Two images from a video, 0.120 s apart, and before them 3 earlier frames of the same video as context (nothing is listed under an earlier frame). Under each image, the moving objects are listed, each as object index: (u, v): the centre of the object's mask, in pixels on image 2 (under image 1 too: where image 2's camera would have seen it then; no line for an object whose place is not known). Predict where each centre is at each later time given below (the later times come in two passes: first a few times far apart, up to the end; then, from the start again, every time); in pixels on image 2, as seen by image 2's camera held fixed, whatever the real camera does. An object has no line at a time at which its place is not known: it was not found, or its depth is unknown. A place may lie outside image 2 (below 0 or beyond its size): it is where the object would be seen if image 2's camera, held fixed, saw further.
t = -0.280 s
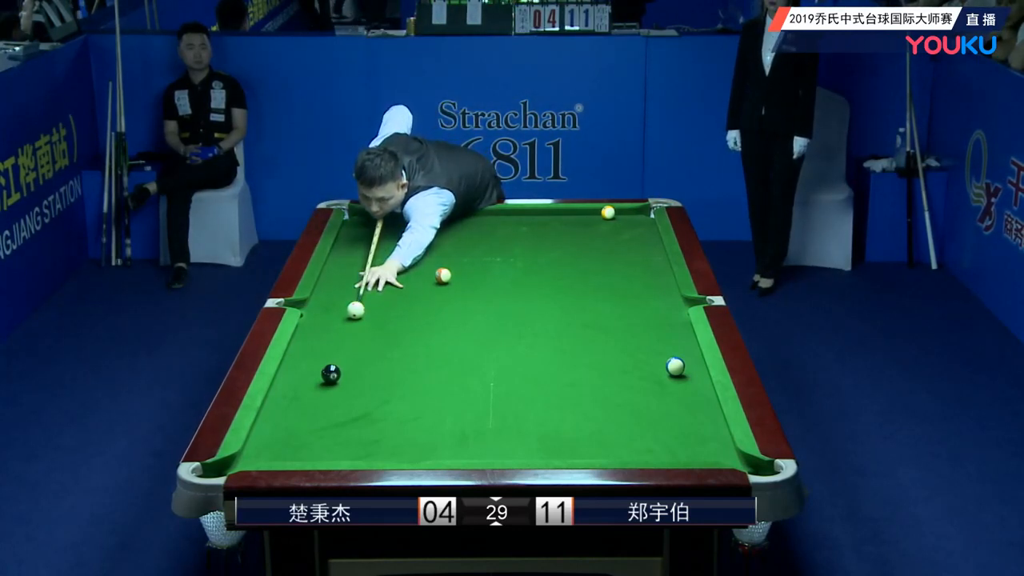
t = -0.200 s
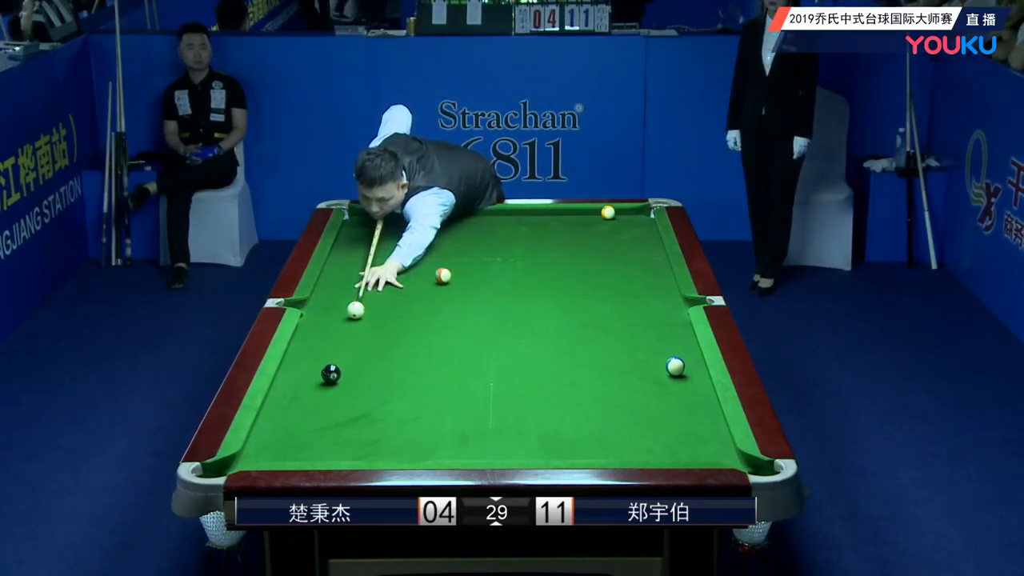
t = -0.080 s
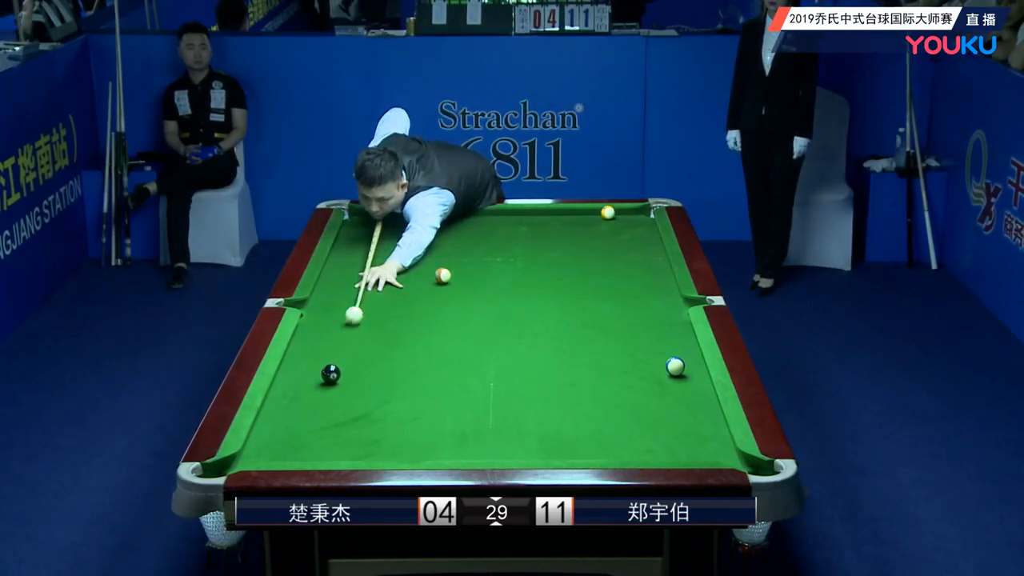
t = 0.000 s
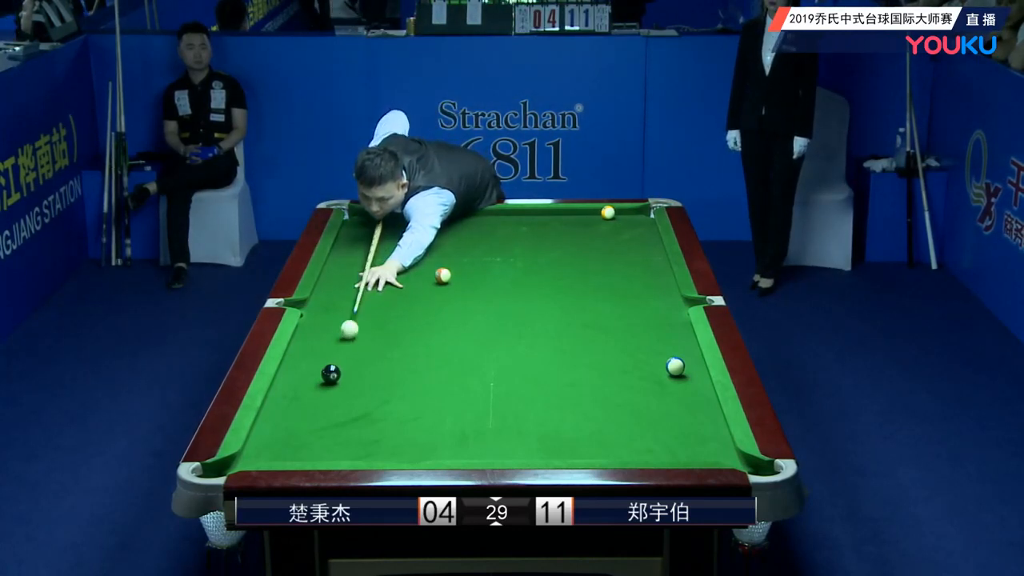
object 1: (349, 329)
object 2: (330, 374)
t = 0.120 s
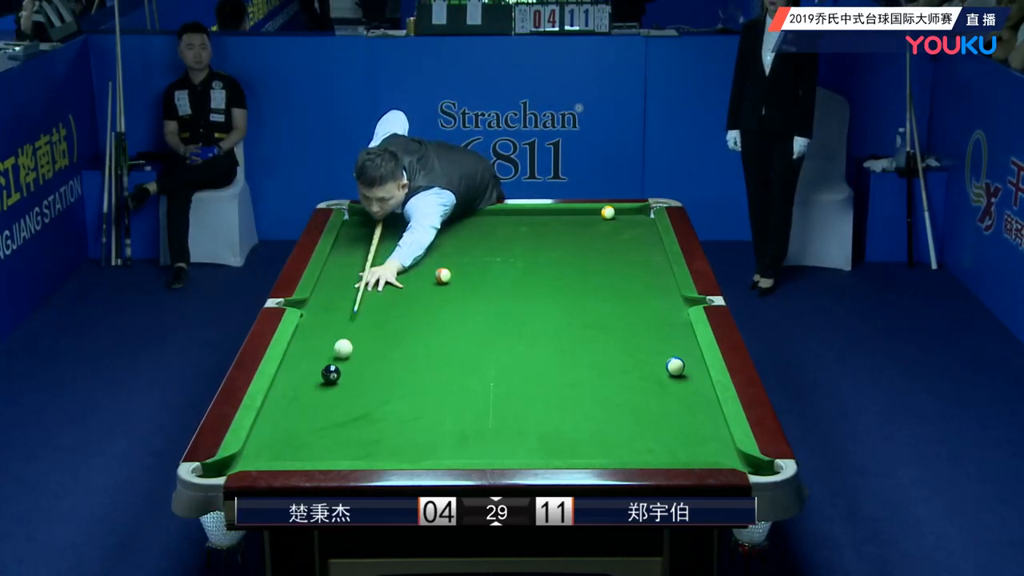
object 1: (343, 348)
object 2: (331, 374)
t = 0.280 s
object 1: (341, 367)
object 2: (325, 380)
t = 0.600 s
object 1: (359, 380)
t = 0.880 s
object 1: (374, 392)
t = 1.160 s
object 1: (388, 403)
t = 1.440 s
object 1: (402, 413)
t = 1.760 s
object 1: (417, 424)
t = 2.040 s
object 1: (429, 433)
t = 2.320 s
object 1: (440, 440)
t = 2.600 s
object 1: (450, 446)
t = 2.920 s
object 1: (459, 451)
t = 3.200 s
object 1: (466, 453)
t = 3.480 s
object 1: (471, 454)
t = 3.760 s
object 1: (474, 456)
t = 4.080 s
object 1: (475, 455)
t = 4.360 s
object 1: (474, 455)
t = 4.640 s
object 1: (474, 455)
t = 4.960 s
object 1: (475, 455)
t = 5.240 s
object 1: (475, 456)
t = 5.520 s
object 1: (476, 455)
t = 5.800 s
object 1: (476, 455)
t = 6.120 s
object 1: (476, 456)
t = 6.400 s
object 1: (476, 456)
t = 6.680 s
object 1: (476, 456)
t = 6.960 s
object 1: (476, 456)
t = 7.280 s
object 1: (476, 456)
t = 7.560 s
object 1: (476, 456)
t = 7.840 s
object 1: (476, 456)
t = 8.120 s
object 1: (476, 456)
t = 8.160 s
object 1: (476, 456)
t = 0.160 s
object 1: (341, 354)
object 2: (331, 374)
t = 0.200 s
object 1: (340, 360)
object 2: (330, 374)
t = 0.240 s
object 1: (339, 364)
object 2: (330, 375)
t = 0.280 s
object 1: (341, 367)
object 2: (325, 380)
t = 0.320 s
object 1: (344, 368)
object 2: (320, 386)
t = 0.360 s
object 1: (346, 370)
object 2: (315, 391)
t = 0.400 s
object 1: (348, 372)
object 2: (311, 395)
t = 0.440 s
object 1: (350, 373)
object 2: (307, 400)
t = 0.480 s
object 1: (352, 375)
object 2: (302, 404)
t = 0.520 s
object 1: (355, 377)
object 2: (298, 409)
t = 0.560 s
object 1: (357, 379)
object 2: (294, 413)
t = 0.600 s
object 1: (359, 380)
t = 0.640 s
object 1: (361, 382)
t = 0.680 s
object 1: (363, 384)
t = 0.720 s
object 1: (365, 385)
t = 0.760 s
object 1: (367, 387)
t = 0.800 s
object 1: (370, 389)
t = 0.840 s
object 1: (372, 390)
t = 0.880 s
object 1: (374, 392)
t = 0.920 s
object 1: (376, 394)
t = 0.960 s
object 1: (378, 395)
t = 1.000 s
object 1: (380, 397)
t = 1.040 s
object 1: (382, 398)
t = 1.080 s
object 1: (384, 400)
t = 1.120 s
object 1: (386, 401)
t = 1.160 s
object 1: (388, 403)
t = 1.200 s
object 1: (390, 405)
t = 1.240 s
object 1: (392, 406)
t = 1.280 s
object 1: (394, 408)
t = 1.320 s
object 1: (396, 409)
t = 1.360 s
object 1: (398, 410)
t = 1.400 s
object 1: (400, 412)
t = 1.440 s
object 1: (402, 413)
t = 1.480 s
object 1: (404, 415)
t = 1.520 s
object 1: (406, 416)
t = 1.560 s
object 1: (408, 418)
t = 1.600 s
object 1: (410, 418)
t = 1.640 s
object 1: (412, 420)
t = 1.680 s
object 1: (413, 422)
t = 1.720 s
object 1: (415, 423)
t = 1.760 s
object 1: (417, 424)
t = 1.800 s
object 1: (419, 425)
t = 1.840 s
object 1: (420, 427)
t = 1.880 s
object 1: (422, 428)
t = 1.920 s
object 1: (424, 430)
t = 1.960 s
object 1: (426, 431)
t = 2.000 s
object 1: (427, 432)
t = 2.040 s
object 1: (429, 433)
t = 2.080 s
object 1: (431, 434)
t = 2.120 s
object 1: (432, 435)
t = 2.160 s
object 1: (434, 436)
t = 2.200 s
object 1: (435, 438)
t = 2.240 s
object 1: (437, 439)
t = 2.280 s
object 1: (439, 440)
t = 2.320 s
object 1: (440, 440)
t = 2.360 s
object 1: (442, 441)
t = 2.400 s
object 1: (443, 442)
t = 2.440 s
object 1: (445, 443)
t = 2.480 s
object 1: (446, 444)
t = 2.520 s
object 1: (447, 445)
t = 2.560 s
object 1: (449, 446)
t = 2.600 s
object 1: (450, 446)
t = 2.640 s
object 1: (451, 447)
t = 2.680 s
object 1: (452, 448)
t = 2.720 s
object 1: (454, 448)
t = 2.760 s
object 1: (455, 449)
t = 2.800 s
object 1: (456, 449)
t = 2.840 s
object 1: (457, 450)
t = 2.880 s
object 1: (459, 450)
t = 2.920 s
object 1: (459, 451)
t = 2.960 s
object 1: (461, 451)
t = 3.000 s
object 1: (462, 451)
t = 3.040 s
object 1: (463, 452)
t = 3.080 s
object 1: (463, 452)
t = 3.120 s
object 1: (464, 452)
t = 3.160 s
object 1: (466, 452)
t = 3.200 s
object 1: (466, 453)
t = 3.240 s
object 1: (467, 453)
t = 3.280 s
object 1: (468, 453)
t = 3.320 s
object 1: (469, 454)
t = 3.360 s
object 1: (469, 454)
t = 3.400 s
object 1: (470, 454)
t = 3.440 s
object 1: (471, 454)
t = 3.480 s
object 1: (471, 454)
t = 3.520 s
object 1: (472, 455)
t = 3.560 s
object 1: (472, 455)
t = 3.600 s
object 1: (472, 455)
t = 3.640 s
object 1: (473, 455)
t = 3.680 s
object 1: (473, 455)
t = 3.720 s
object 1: (474, 455)
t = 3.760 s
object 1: (474, 456)
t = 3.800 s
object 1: (475, 455)
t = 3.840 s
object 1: (474, 455)
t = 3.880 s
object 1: (475, 455)
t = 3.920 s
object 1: (475, 455)
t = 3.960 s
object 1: (475, 455)
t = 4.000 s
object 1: (475, 455)
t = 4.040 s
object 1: (475, 455)
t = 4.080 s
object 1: (475, 455)
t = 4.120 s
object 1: (474, 455)
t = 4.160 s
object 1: (474, 455)
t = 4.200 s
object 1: (474, 455)
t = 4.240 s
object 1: (474, 455)
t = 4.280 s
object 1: (474, 455)
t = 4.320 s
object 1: (474, 455)
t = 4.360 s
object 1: (474, 455)
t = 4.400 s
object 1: (474, 455)
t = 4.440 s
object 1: (474, 455)
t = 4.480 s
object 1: (474, 455)
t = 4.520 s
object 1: (474, 455)
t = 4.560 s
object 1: (474, 455)
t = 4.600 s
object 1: (474, 455)
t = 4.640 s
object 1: (474, 455)
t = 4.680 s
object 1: (474, 455)
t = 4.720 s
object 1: (474, 455)
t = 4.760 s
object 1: (474, 455)
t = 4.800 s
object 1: (474, 455)
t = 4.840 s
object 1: (474, 455)
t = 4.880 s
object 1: (475, 455)
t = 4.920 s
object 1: (475, 455)
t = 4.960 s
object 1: (475, 455)
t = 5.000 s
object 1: (475, 455)
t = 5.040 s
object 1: (475, 455)
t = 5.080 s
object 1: (475, 455)
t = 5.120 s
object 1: (475, 455)
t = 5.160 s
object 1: (475, 455)
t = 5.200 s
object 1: (475, 455)
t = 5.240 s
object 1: (475, 456)
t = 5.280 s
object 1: (475, 456)
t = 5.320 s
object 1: (475, 456)
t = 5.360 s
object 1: (476, 455)
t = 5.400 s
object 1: (476, 455)
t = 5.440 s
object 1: (476, 455)
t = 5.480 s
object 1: (476, 455)
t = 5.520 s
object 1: (476, 455)
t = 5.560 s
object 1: (476, 456)
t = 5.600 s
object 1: (476, 456)
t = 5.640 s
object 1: (476, 455)
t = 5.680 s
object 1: (476, 455)
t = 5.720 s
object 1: (476, 456)
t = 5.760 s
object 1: (476, 456)
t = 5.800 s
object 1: (476, 455)
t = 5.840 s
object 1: (476, 456)
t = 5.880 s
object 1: (476, 456)
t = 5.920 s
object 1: (476, 456)
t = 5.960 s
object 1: (476, 456)
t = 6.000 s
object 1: (476, 456)
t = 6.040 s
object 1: (476, 455)
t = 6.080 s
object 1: (476, 456)
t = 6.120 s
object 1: (476, 456)
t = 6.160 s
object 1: (476, 456)
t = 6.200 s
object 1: (476, 456)
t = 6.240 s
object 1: (476, 455)
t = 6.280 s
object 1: (476, 456)
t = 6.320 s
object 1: (476, 456)
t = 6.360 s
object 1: (476, 456)
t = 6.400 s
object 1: (476, 456)
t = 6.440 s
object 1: (476, 456)
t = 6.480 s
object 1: (476, 456)
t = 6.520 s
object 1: (476, 456)
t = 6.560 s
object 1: (476, 456)
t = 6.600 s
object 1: (476, 456)
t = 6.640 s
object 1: (476, 456)
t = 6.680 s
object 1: (476, 456)
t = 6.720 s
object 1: (476, 456)
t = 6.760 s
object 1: (476, 455)
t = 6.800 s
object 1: (476, 456)
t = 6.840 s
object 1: (476, 455)
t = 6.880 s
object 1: (476, 456)
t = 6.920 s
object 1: (476, 455)
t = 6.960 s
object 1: (476, 456)
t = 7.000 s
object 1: (476, 456)
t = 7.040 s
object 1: (476, 456)
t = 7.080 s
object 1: (476, 456)
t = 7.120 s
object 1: (476, 456)
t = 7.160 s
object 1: (476, 456)
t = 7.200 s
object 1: (476, 456)
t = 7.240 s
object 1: (476, 456)
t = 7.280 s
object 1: (476, 456)
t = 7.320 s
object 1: (476, 456)
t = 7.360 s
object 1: (476, 456)
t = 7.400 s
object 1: (476, 456)
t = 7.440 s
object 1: (476, 456)
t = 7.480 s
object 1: (476, 455)
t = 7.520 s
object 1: (476, 456)
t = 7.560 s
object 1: (476, 456)
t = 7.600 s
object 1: (476, 455)
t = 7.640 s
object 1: (476, 456)
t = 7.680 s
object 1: (476, 455)
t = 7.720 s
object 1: (476, 456)
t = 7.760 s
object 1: (476, 456)
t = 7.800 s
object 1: (476, 455)
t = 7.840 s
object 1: (476, 456)
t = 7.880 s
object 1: (476, 456)
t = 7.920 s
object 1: (476, 456)
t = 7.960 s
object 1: (476, 456)
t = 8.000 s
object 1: (476, 456)
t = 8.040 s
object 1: (476, 456)
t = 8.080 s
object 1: (476, 456)
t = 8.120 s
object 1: (476, 456)
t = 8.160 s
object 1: (476, 456)
